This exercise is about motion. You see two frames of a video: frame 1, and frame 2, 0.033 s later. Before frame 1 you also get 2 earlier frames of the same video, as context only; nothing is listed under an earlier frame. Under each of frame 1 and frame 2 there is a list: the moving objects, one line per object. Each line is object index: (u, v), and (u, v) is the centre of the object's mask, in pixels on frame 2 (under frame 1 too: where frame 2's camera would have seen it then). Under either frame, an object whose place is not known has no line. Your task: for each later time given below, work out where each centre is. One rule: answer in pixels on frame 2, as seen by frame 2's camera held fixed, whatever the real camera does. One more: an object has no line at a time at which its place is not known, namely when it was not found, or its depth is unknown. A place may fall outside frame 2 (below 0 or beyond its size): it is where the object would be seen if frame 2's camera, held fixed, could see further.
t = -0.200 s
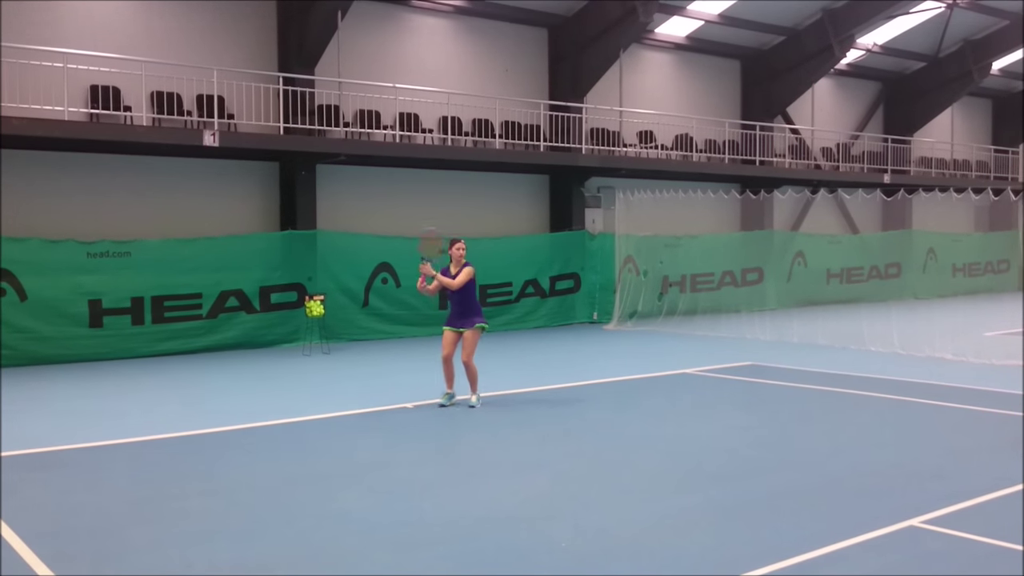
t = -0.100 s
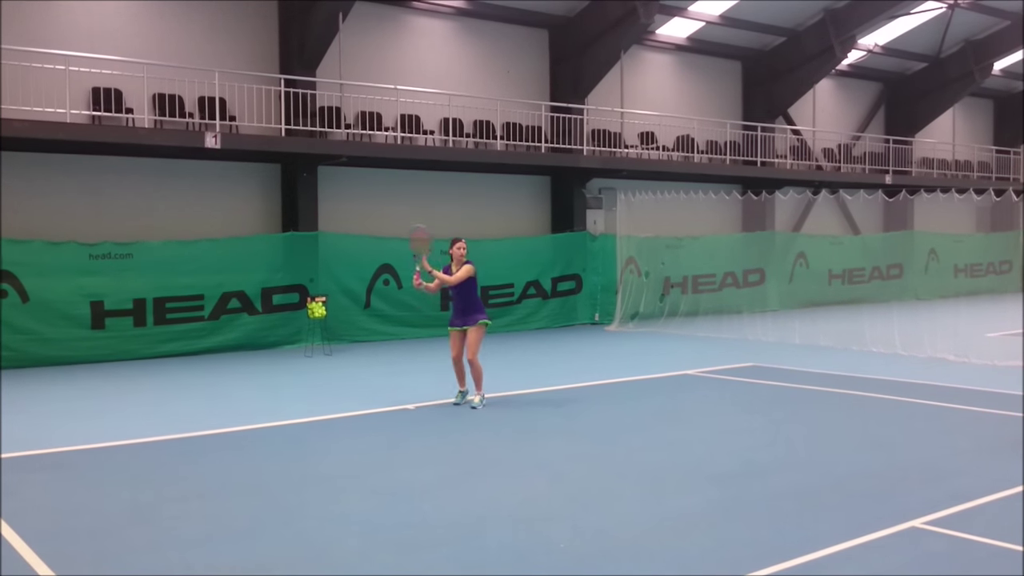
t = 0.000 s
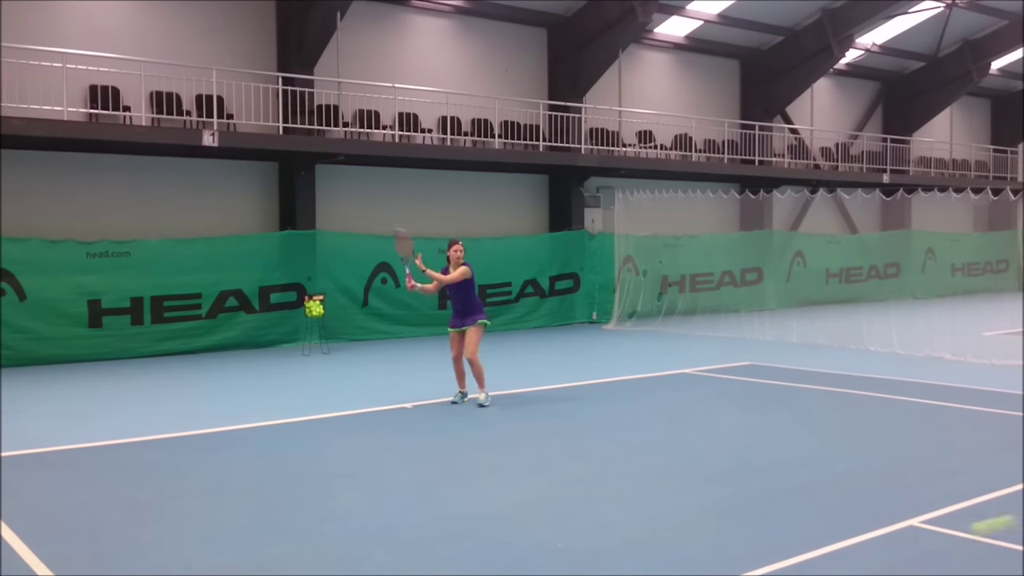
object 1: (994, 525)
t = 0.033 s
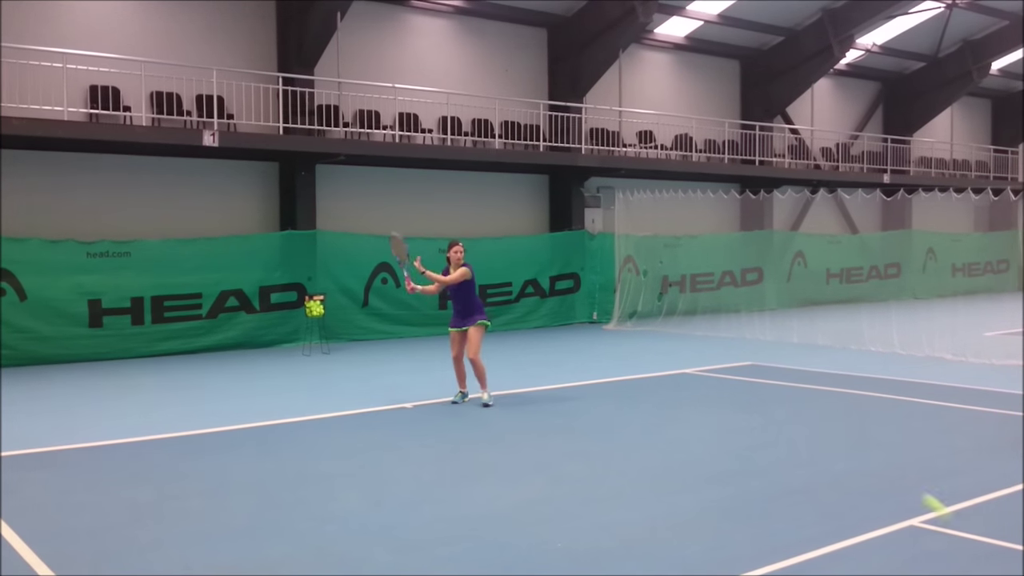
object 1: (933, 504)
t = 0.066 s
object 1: (893, 474)
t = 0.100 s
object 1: (853, 445)
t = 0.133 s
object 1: (816, 419)
